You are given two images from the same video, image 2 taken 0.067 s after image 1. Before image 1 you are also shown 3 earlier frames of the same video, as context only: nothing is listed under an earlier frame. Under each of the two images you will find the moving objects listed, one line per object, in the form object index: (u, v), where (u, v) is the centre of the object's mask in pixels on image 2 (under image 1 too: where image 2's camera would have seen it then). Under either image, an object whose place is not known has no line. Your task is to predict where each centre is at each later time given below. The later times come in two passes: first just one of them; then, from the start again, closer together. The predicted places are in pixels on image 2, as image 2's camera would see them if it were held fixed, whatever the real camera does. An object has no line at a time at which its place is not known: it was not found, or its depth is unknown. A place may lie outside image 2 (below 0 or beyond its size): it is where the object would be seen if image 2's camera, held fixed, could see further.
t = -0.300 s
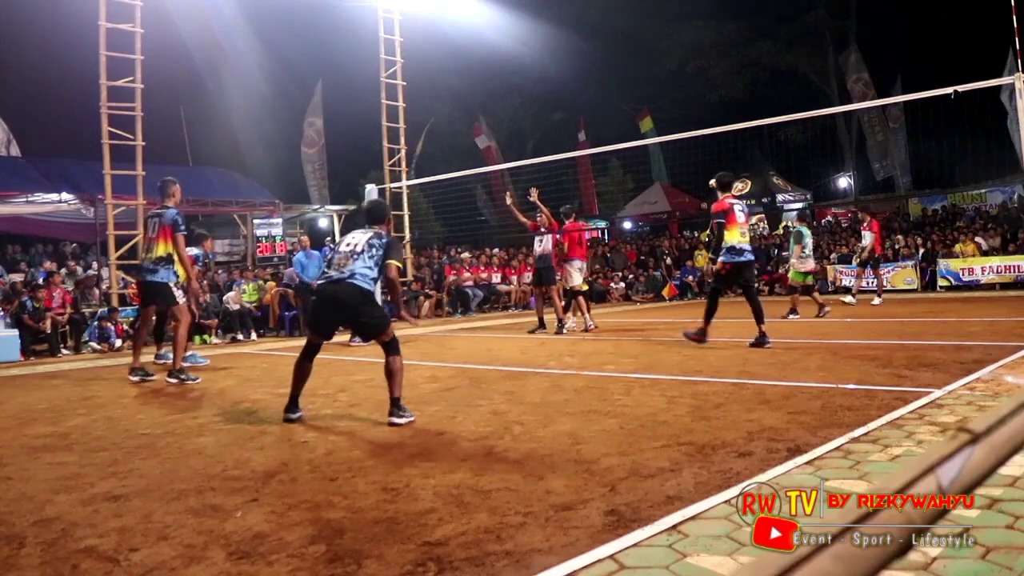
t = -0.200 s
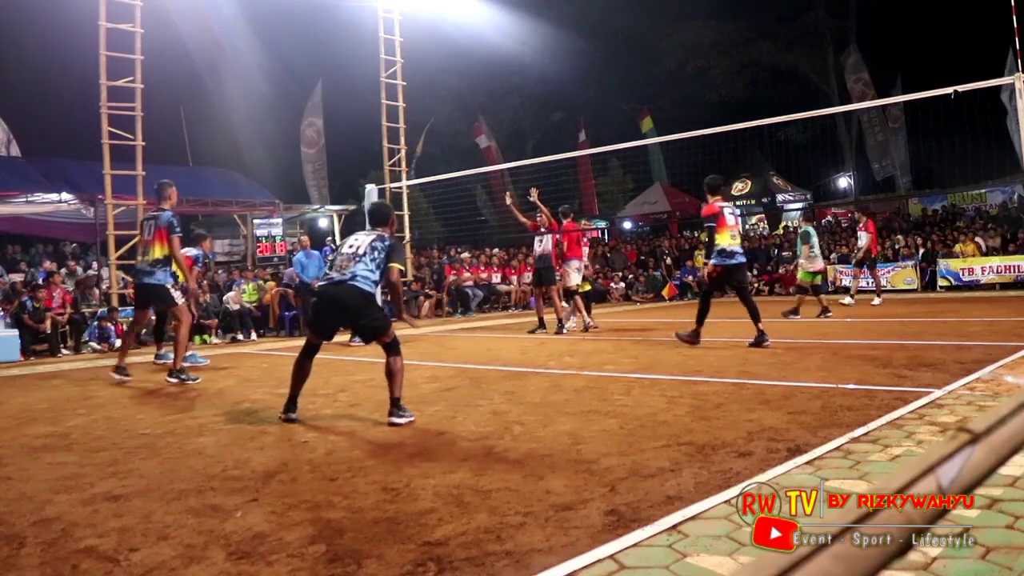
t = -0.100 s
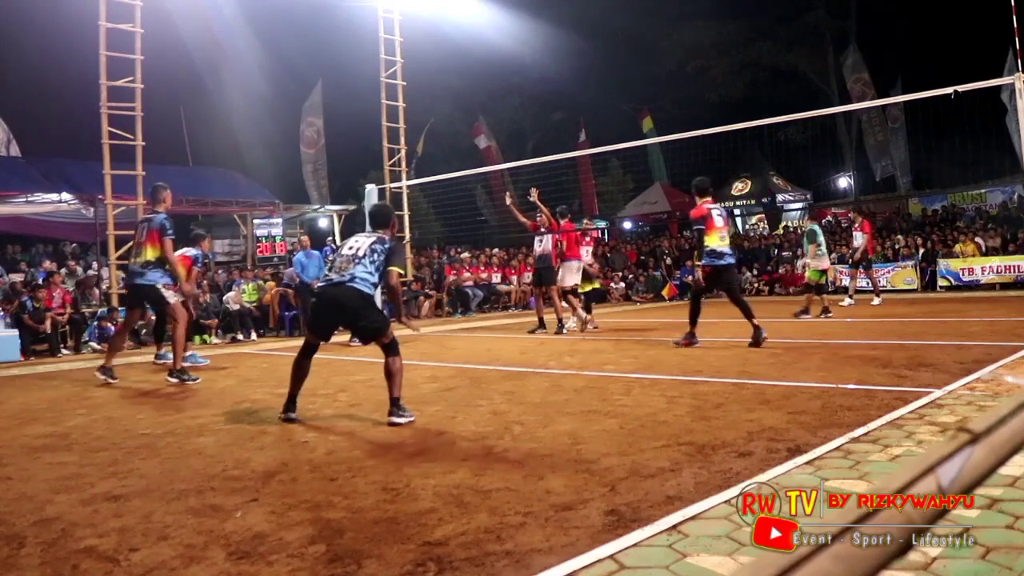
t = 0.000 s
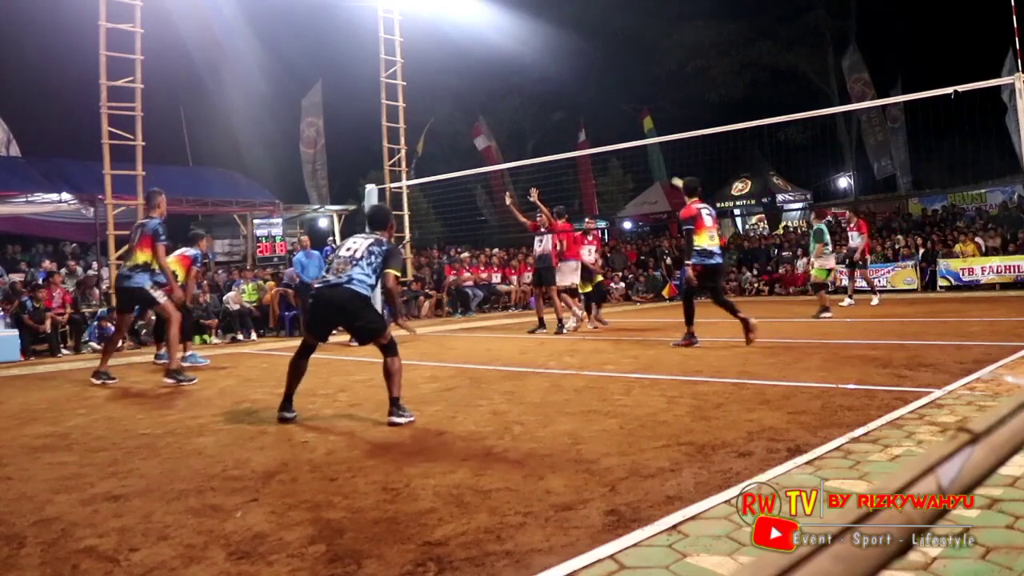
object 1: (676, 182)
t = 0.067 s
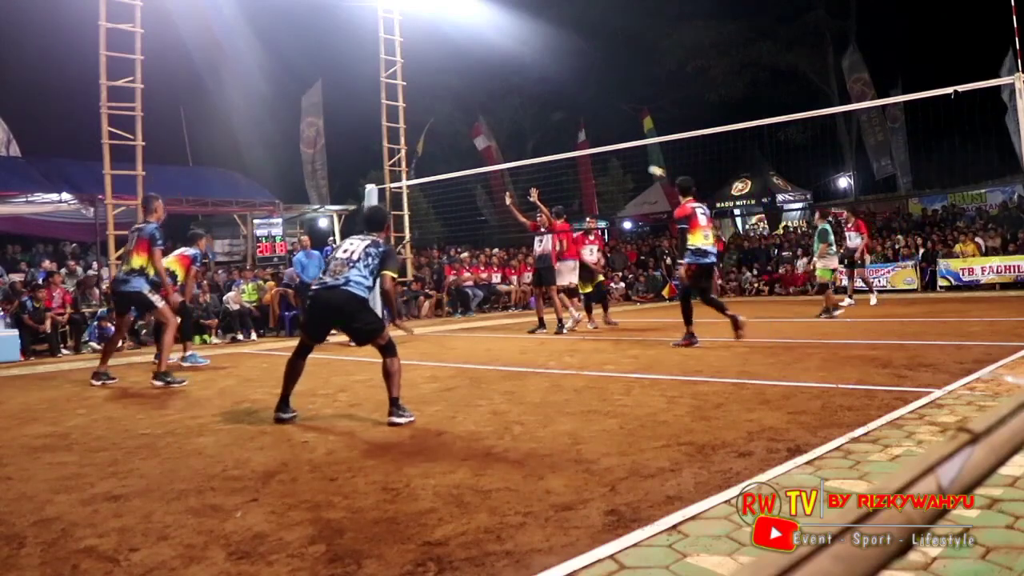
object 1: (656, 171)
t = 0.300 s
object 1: (564, 142)
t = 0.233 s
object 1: (590, 145)
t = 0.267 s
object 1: (578, 144)
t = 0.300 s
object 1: (564, 142)
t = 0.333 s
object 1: (548, 140)
